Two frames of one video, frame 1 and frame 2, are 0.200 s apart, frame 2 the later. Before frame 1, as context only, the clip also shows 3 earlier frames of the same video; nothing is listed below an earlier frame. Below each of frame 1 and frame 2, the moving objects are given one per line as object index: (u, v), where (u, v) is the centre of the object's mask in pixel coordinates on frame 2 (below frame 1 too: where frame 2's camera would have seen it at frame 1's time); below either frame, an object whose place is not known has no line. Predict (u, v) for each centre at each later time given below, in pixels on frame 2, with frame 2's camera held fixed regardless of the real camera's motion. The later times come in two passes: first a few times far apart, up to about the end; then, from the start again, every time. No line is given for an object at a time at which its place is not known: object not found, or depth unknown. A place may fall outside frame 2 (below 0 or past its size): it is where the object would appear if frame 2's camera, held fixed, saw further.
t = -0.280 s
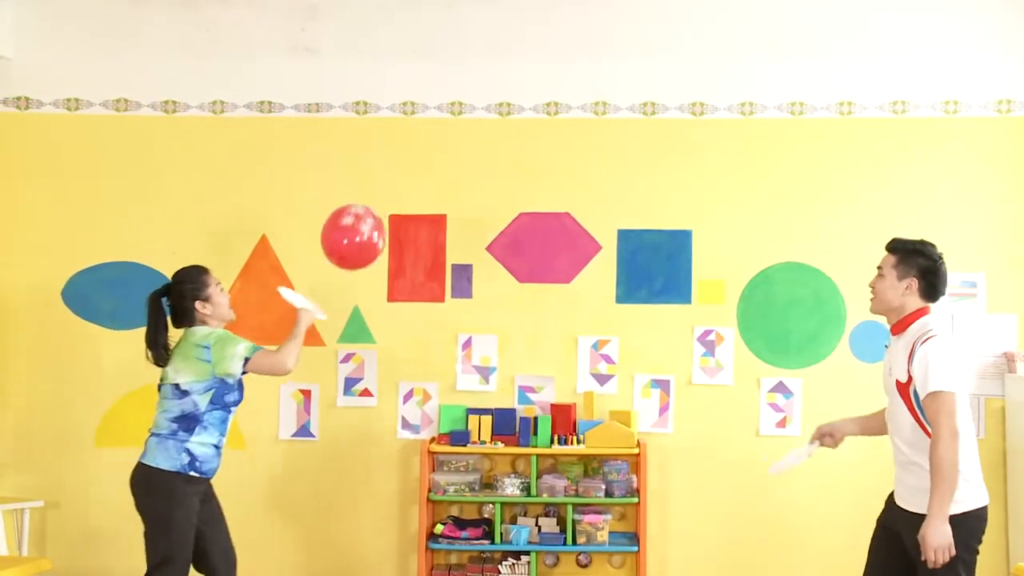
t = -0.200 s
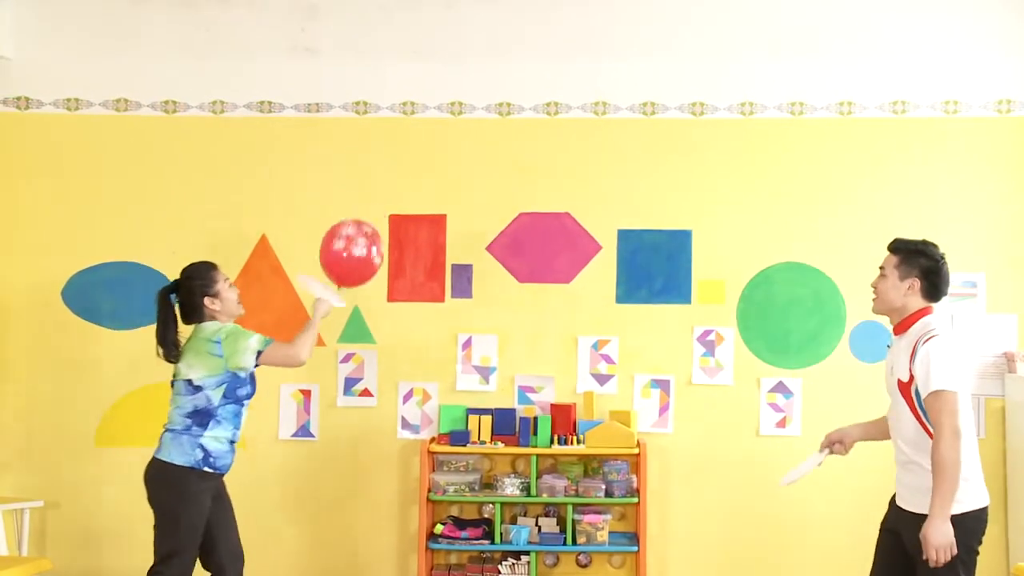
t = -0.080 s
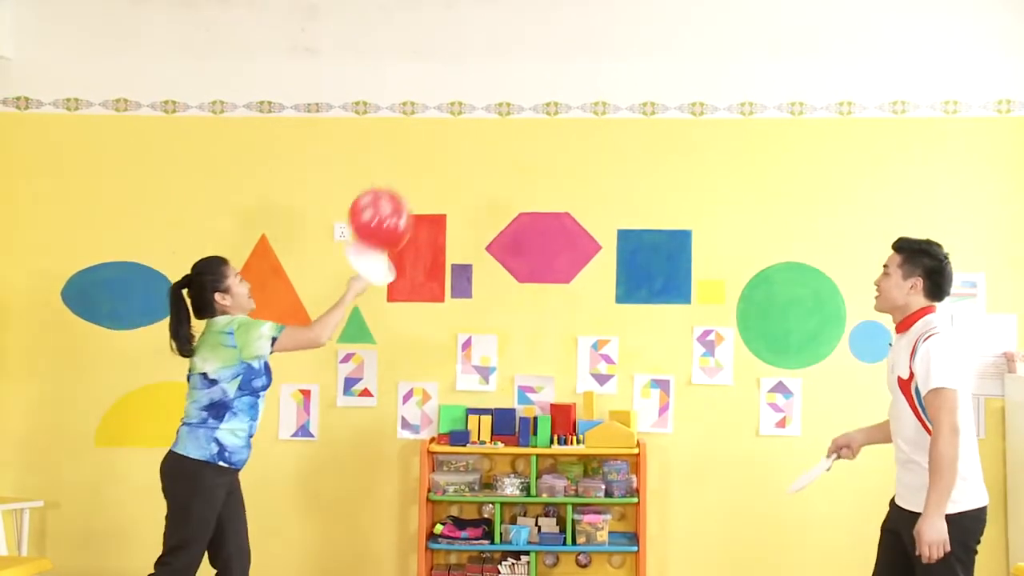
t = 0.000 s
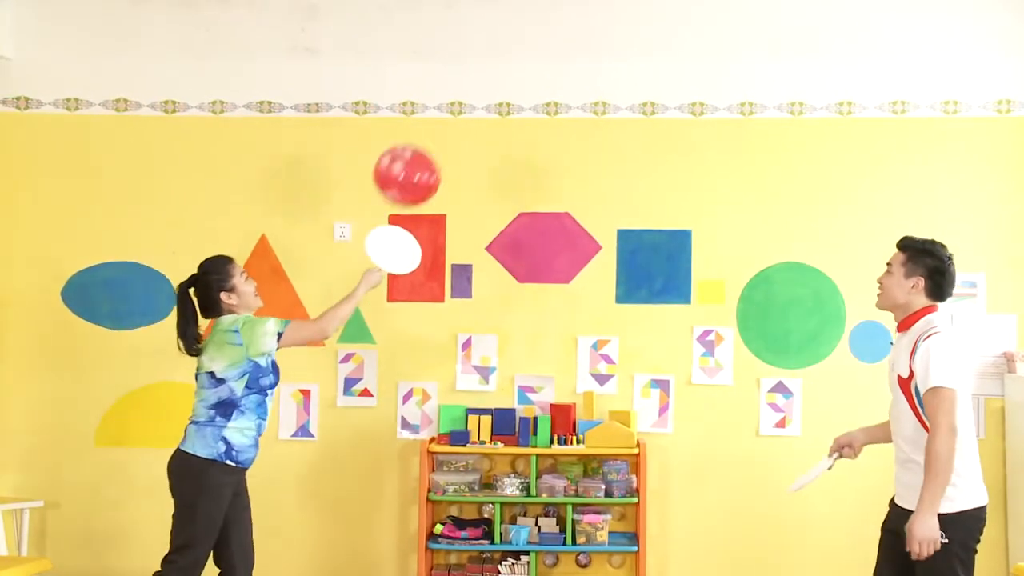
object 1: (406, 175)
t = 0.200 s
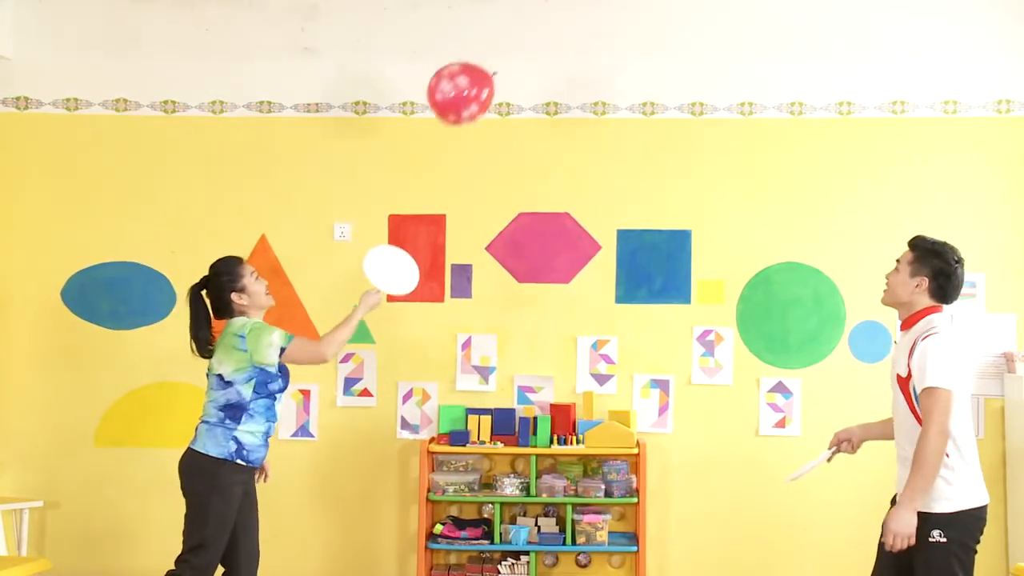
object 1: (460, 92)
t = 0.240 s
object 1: (470, 81)
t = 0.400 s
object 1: (503, 53)
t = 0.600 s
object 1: (534, 47)
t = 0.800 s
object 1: (554, 56)
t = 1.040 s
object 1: (571, 81)
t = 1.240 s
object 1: (581, 112)
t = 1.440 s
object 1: (588, 150)
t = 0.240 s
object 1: (470, 81)
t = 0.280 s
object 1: (478, 71)
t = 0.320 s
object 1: (487, 64)
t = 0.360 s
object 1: (495, 58)
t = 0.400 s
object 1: (503, 53)
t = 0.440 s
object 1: (510, 50)
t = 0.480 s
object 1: (517, 48)
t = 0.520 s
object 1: (523, 47)
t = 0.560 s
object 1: (529, 46)
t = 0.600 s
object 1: (534, 47)
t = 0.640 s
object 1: (539, 48)
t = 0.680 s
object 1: (543, 49)
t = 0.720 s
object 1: (547, 51)
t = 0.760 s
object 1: (551, 53)
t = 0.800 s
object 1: (554, 56)
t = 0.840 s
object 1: (558, 60)
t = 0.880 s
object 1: (561, 63)
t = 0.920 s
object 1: (563, 67)
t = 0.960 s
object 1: (566, 72)
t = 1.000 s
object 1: (568, 76)
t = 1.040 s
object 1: (571, 81)
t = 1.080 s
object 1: (573, 87)
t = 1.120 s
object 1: (575, 92)
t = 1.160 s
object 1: (577, 99)
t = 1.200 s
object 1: (579, 105)
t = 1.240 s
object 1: (581, 112)
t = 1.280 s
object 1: (582, 119)
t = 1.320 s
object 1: (584, 126)
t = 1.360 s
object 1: (585, 134)
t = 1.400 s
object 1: (587, 142)
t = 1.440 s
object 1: (588, 150)
